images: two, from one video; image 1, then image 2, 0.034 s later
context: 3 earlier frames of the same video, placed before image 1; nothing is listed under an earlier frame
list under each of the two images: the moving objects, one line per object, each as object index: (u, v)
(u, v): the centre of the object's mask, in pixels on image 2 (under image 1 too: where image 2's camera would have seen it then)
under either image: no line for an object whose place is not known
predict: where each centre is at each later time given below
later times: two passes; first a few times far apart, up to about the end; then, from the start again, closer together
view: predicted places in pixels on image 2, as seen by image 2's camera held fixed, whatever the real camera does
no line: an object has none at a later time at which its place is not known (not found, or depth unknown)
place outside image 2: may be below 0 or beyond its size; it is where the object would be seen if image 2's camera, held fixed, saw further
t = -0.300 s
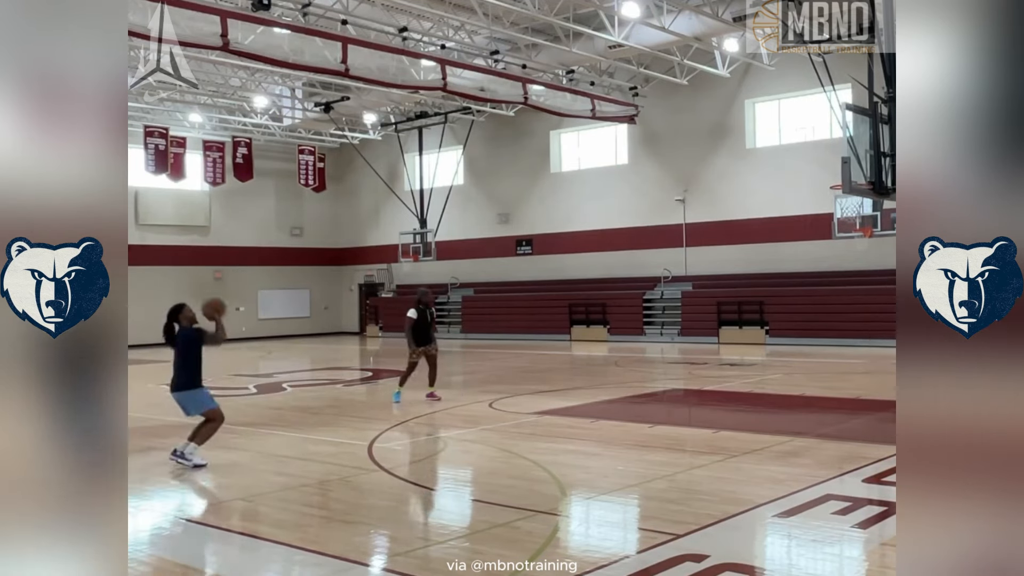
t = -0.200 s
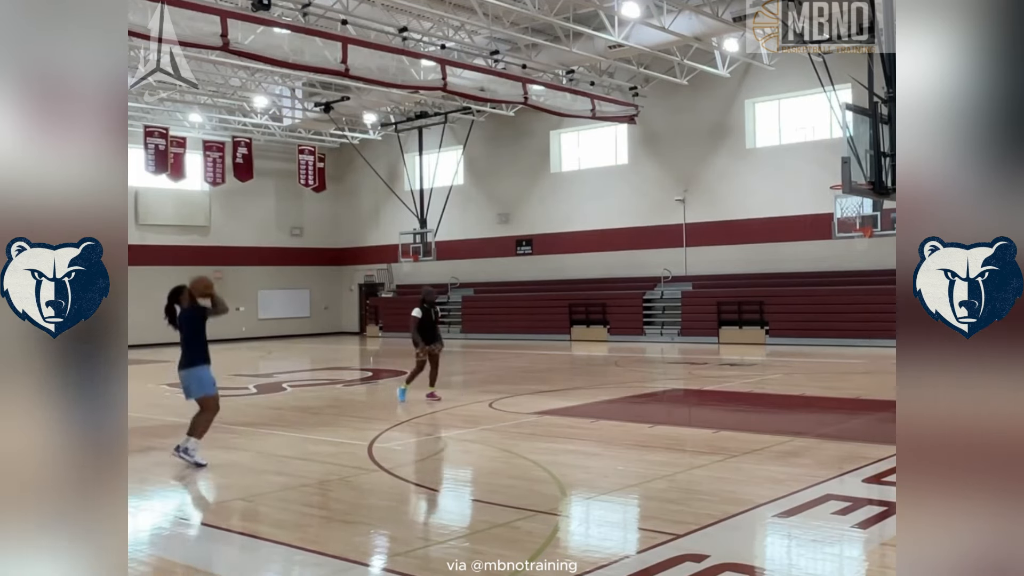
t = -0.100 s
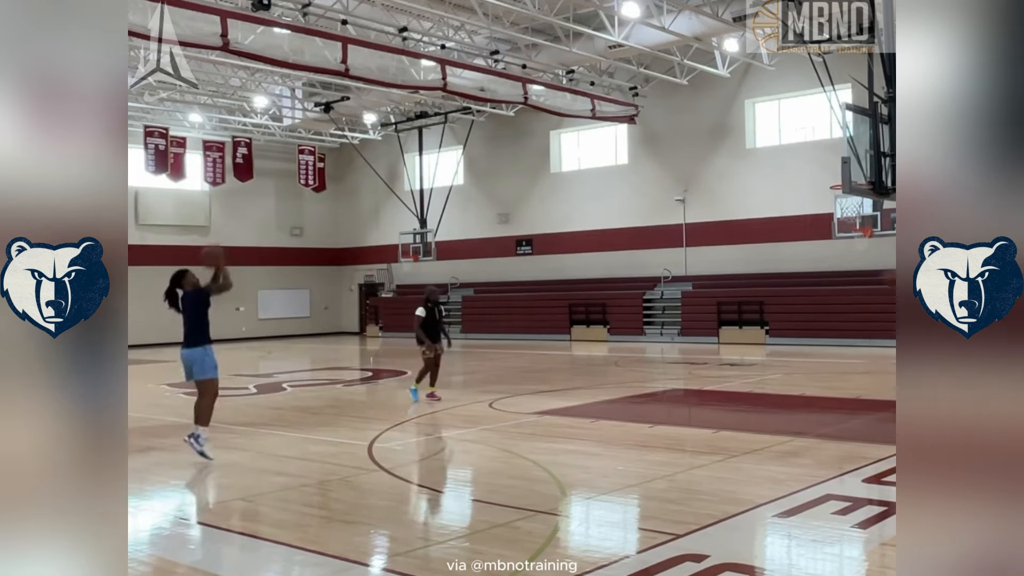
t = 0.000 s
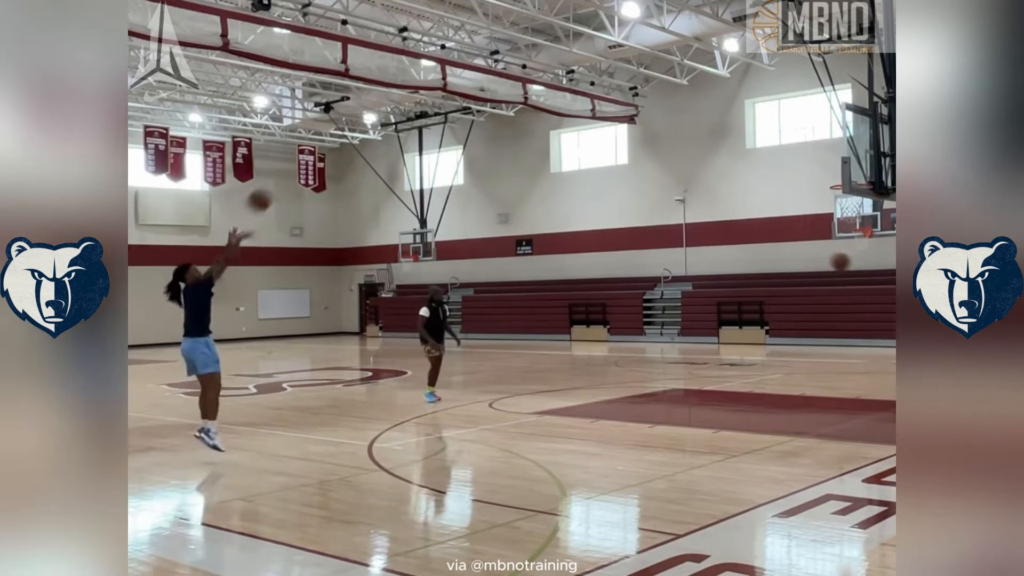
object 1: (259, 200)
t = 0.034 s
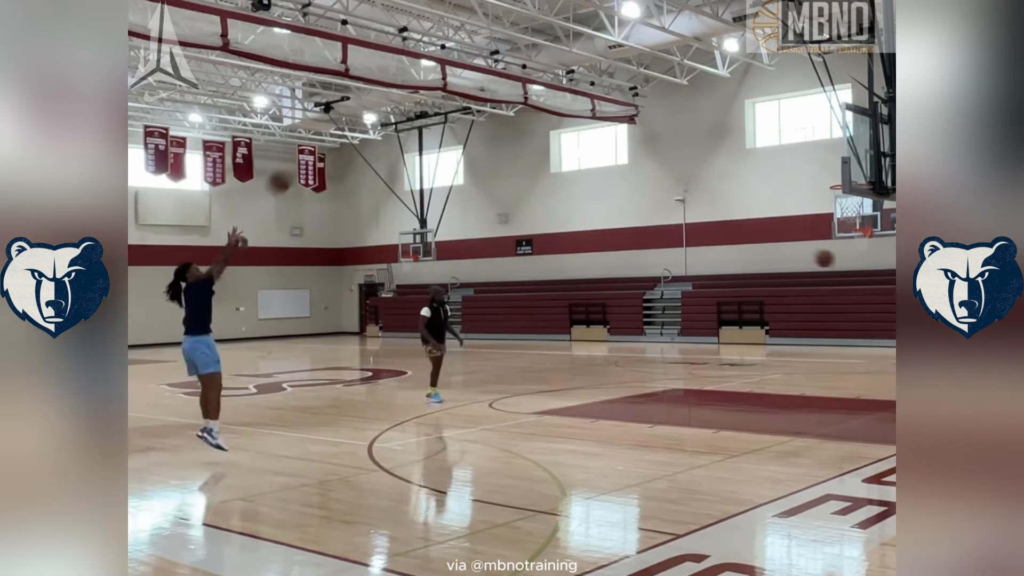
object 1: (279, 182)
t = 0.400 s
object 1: (483, 55)
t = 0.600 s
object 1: (581, 39)
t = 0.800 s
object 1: (674, 54)
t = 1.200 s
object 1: (835, 169)
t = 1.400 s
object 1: (854, 242)
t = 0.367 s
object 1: (466, 61)
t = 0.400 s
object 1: (483, 55)
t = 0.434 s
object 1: (500, 50)
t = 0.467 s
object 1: (517, 46)
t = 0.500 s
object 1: (533, 43)
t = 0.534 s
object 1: (550, 41)
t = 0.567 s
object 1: (565, 40)
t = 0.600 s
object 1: (581, 39)
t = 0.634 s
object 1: (597, 40)
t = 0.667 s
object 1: (613, 41)
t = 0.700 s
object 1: (628, 43)
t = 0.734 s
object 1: (644, 46)
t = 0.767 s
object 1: (658, 50)
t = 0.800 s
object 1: (674, 54)
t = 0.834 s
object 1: (688, 60)
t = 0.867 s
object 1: (702, 67)
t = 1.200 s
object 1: (835, 169)
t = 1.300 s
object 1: (858, 209)
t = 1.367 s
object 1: (856, 230)
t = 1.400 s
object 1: (854, 242)
